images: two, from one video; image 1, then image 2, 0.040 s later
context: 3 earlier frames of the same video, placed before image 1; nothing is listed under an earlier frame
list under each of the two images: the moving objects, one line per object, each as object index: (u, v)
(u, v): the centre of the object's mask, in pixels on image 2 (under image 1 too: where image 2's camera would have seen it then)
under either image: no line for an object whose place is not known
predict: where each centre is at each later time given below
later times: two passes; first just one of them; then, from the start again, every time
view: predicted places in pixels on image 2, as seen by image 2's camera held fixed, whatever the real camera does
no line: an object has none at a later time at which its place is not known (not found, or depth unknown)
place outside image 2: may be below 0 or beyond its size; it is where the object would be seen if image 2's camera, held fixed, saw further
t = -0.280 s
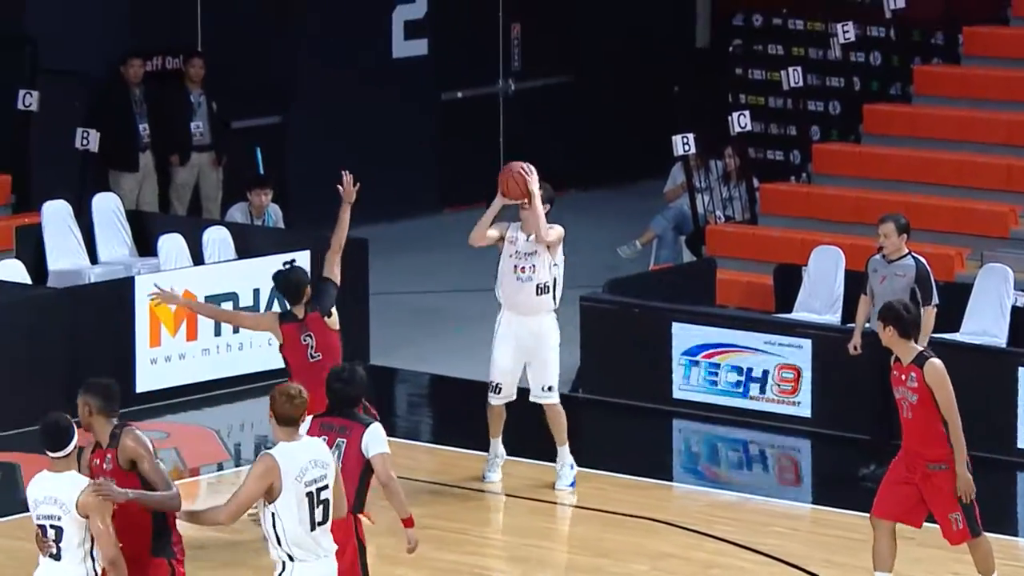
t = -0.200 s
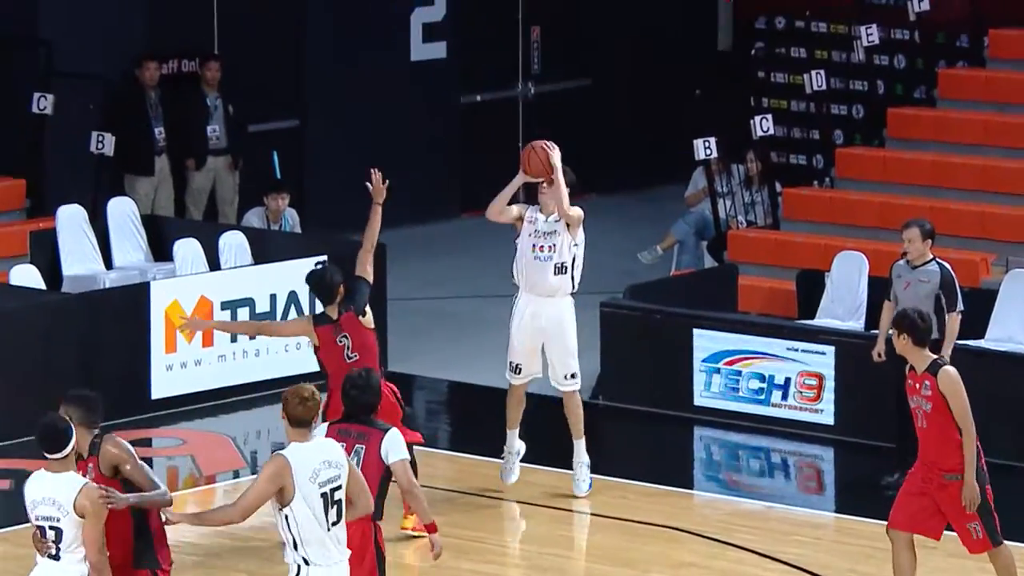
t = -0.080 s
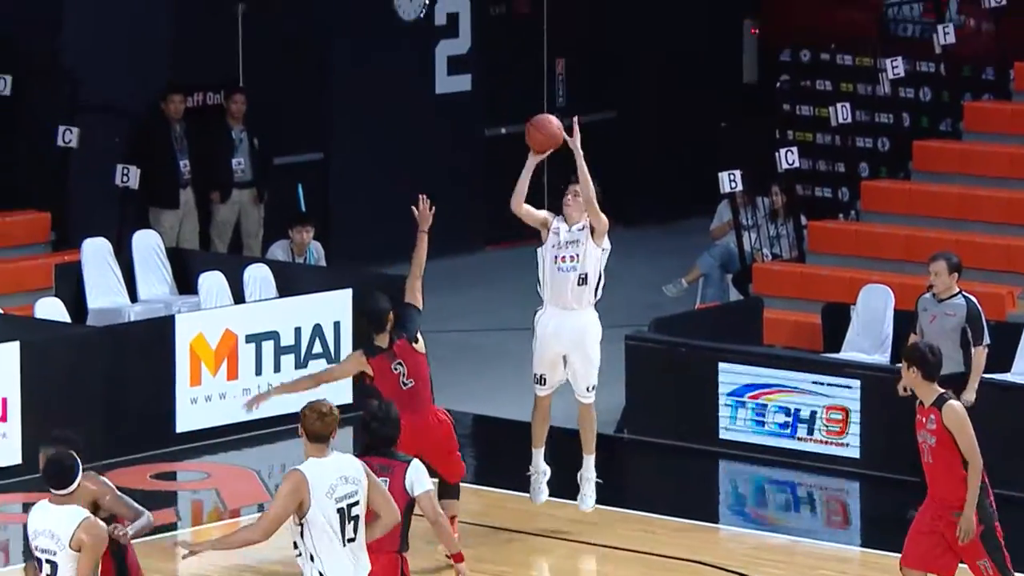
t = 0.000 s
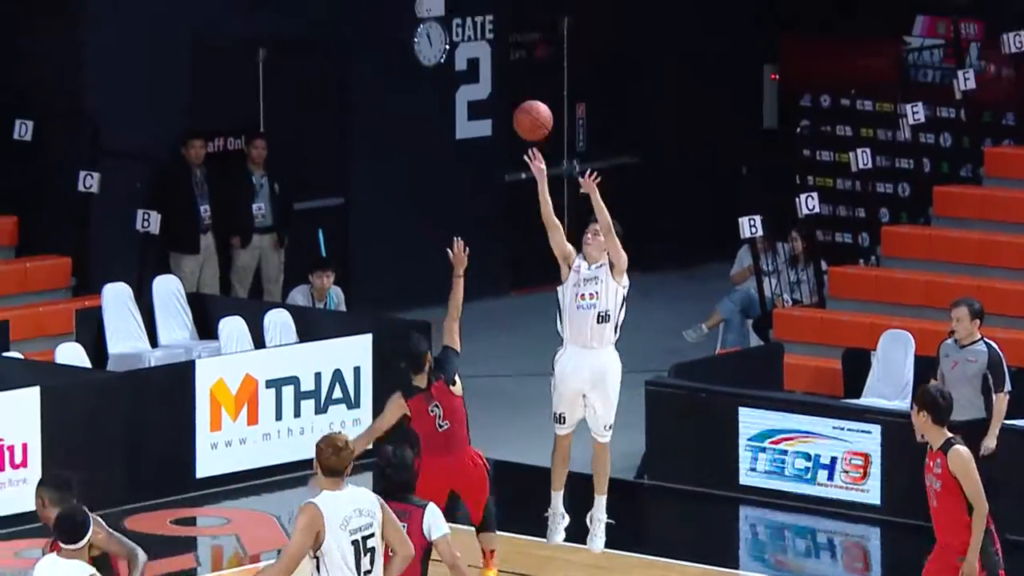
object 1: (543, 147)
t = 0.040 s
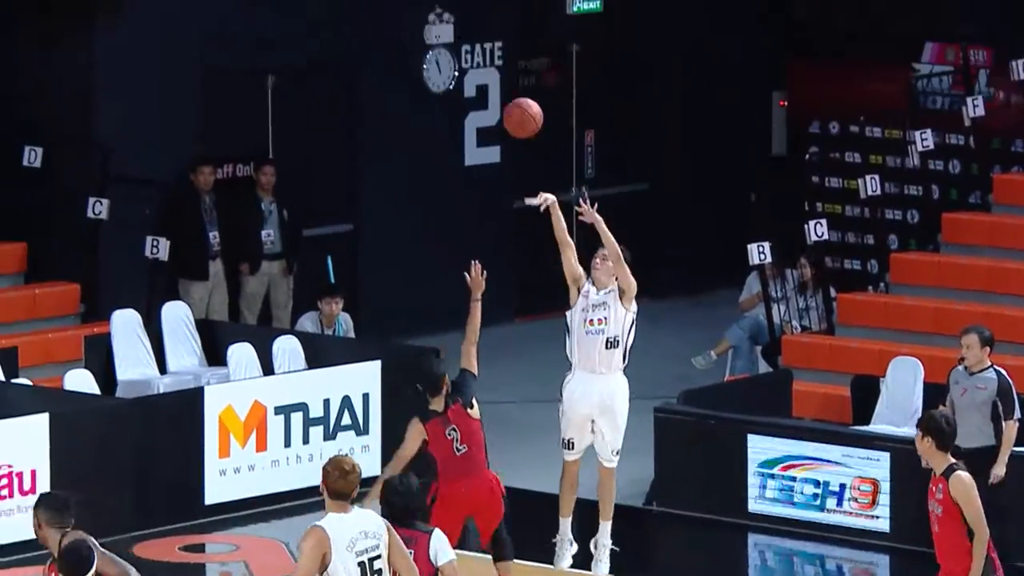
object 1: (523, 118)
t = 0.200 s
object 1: (446, 14)
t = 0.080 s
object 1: (504, 90)
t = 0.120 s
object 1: (484, 63)
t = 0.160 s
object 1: (465, 38)
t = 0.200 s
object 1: (446, 14)
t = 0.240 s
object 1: (427, -9)
